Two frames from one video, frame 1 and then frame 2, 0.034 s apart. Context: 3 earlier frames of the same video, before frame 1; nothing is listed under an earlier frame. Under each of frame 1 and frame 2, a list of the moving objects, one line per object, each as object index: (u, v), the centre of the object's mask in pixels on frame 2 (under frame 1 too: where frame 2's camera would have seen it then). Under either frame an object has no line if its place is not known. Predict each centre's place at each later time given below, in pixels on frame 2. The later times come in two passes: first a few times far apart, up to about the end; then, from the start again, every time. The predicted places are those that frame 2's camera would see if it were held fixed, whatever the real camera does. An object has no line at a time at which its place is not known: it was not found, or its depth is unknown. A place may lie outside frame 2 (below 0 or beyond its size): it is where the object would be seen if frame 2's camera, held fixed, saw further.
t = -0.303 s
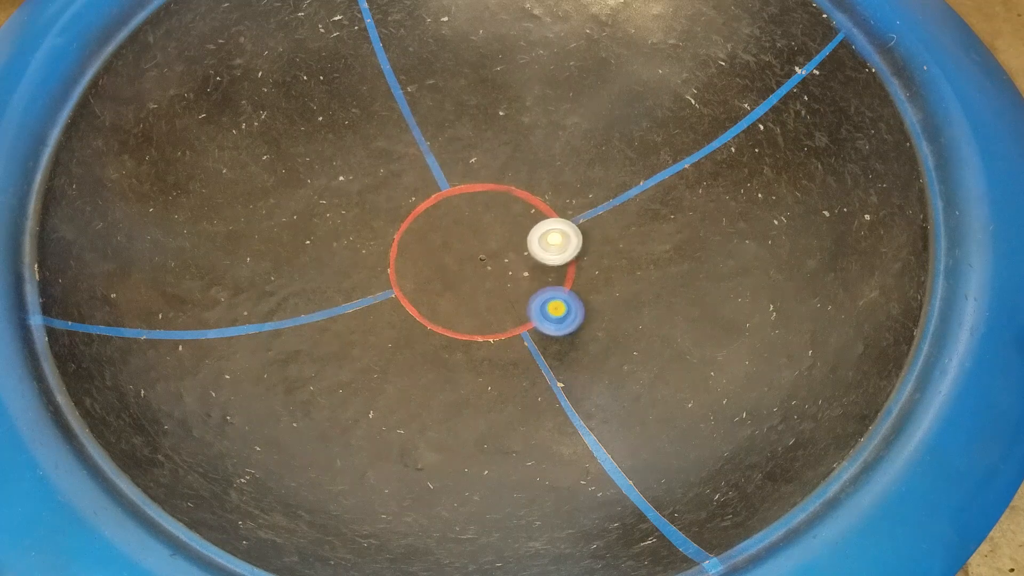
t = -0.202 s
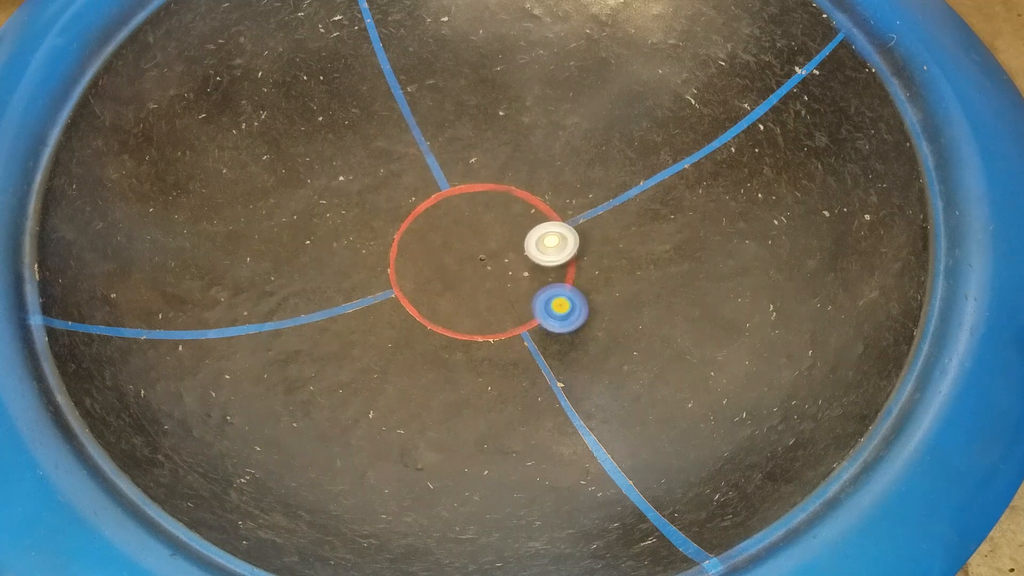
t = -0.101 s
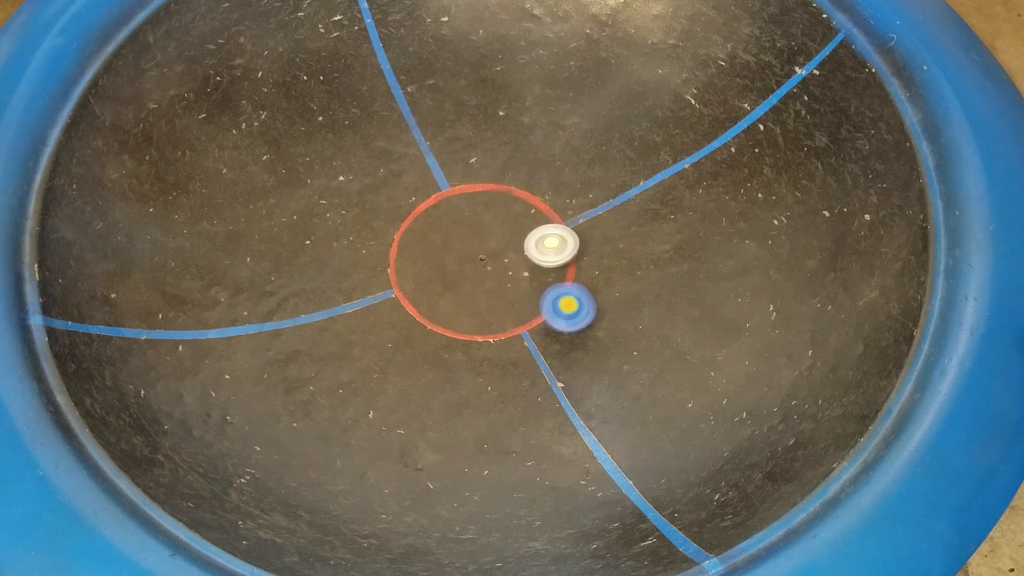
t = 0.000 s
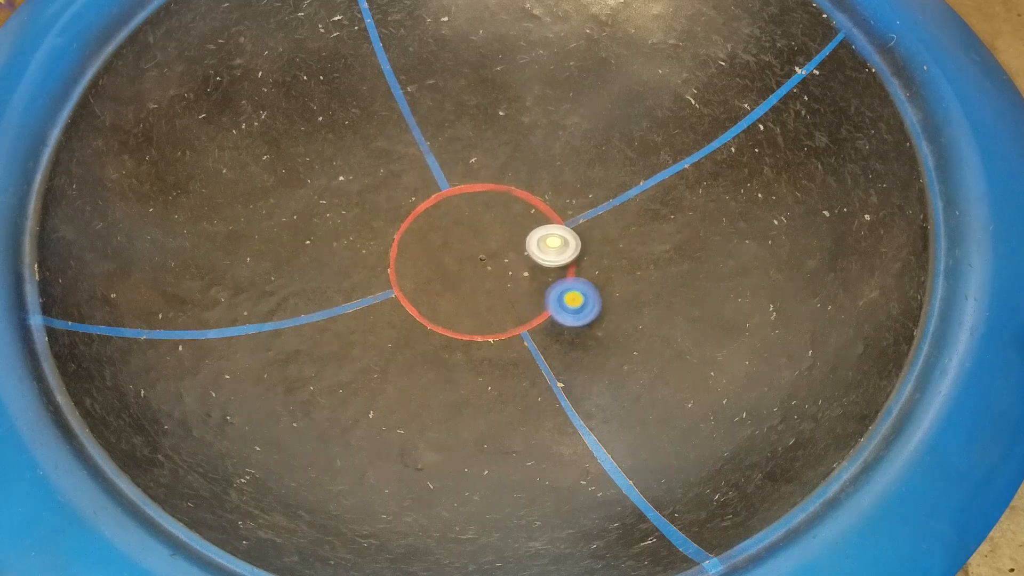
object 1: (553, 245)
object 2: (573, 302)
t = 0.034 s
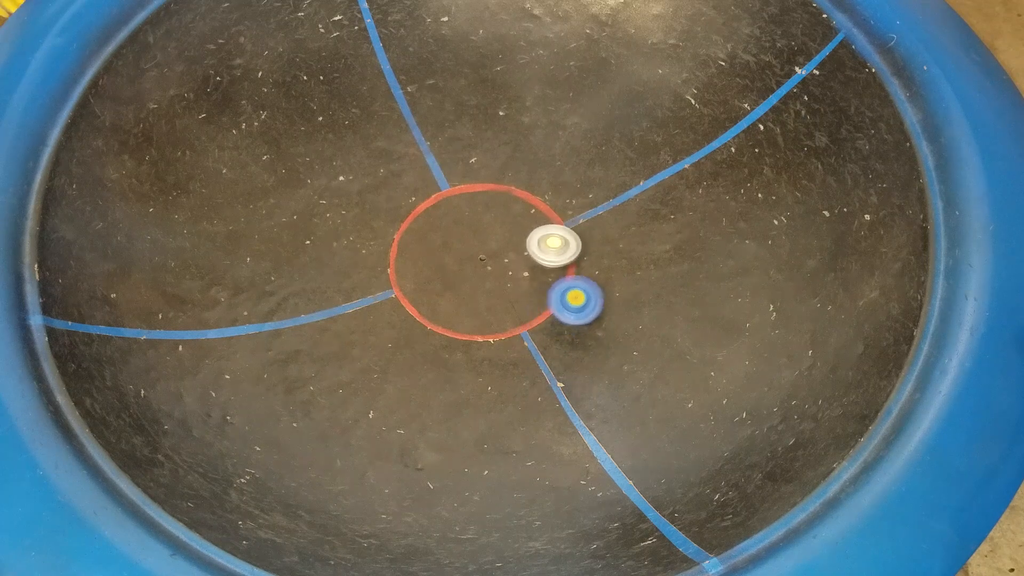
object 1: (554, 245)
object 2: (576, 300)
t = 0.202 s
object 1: (555, 245)
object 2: (580, 291)
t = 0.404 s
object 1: (552, 243)
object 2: (591, 284)
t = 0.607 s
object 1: (553, 242)
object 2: (592, 280)
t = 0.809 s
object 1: (553, 244)
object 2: (594, 280)
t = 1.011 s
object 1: (553, 245)
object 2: (595, 280)
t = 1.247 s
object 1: (555, 245)
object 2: (595, 280)
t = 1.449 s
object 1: (553, 242)
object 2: (596, 280)
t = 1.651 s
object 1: (554, 239)
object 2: (590, 283)
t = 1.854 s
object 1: (555, 241)
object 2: (594, 279)
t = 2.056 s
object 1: (555, 241)
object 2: (587, 281)
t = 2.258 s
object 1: (549, 241)
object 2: (583, 281)
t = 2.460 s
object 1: (545, 225)
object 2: (591, 299)
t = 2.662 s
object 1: (545, 221)
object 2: (581, 302)
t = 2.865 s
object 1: (539, 222)
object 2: (568, 304)
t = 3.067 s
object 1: (537, 218)
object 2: (559, 300)
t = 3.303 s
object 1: (530, 221)
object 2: (554, 287)
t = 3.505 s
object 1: (525, 221)
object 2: (558, 274)
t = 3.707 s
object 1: (522, 224)
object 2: (566, 263)
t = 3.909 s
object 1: (526, 227)
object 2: (580, 257)
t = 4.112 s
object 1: (526, 228)
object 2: (590, 253)
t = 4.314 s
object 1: (531, 230)
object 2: (593, 255)
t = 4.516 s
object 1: (532, 228)
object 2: (585, 258)
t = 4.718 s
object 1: (531, 229)
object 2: (572, 260)
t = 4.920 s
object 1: (527, 208)
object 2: (570, 291)
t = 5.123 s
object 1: (525, 201)
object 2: (560, 297)
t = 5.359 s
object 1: (530, 201)
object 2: (549, 296)
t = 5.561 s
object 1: (526, 217)
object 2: (548, 288)
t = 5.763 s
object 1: (513, 233)
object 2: (552, 278)
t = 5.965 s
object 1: (494, 242)
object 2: (560, 269)
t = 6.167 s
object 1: (484, 243)
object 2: (569, 263)
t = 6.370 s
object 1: (491, 248)
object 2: (575, 266)
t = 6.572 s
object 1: (478, 255)
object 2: (576, 270)
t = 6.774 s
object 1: (474, 246)
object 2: (567, 273)
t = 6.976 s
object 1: (483, 242)
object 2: (558, 275)
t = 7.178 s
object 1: (491, 255)
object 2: (552, 267)
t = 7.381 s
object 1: (483, 258)
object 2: (548, 258)
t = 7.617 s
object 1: (483, 258)
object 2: (556, 250)
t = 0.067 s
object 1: (554, 245)
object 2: (576, 299)
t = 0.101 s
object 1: (555, 245)
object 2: (576, 297)
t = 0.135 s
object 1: (555, 246)
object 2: (576, 295)
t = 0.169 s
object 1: (554, 245)
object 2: (578, 293)
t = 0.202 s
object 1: (555, 245)
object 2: (580, 291)
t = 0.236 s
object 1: (554, 245)
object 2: (582, 289)
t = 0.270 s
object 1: (553, 245)
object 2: (583, 287)
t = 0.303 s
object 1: (553, 244)
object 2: (584, 286)
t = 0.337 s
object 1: (554, 244)
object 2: (586, 285)
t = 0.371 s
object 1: (553, 244)
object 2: (588, 284)
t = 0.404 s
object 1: (552, 243)
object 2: (591, 284)
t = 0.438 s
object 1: (553, 242)
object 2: (593, 283)
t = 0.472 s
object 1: (553, 242)
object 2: (596, 282)
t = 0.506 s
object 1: (552, 242)
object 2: (597, 281)
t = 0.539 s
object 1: (553, 241)
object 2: (595, 280)
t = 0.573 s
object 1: (553, 242)
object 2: (594, 280)
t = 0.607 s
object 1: (553, 242)
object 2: (592, 280)
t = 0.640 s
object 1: (552, 241)
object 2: (591, 281)
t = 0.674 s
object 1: (554, 242)
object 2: (592, 282)
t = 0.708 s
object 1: (553, 243)
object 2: (594, 282)
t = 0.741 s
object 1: (552, 243)
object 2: (596, 281)
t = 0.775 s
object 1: (553, 243)
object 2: (596, 280)
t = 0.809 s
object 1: (553, 244)
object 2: (594, 280)
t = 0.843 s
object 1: (551, 245)
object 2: (592, 281)
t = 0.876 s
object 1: (550, 245)
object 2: (591, 282)
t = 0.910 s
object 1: (552, 245)
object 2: (593, 282)
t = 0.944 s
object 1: (553, 245)
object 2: (595, 282)
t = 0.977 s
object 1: (552, 246)
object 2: (596, 280)
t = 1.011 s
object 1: (553, 245)
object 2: (595, 280)
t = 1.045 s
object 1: (554, 244)
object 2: (593, 280)
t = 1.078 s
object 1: (555, 245)
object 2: (591, 282)
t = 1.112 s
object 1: (555, 244)
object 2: (592, 282)
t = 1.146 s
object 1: (556, 244)
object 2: (594, 282)
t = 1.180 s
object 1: (556, 245)
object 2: (595, 282)
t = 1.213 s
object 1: (555, 245)
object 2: (596, 280)
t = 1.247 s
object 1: (555, 245)
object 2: (595, 280)
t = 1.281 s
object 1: (554, 245)
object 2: (593, 280)
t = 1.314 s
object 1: (554, 243)
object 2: (591, 281)
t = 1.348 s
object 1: (554, 243)
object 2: (591, 282)
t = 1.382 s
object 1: (554, 243)
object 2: (593, 282)
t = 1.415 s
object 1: (553, 243)
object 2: (595, 281)
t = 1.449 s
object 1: (553, 242)
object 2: (596, 280)
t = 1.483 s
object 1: (554, 242)
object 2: (595, 280)
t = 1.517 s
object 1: (553, 242)
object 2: (592, 280)
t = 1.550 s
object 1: (553, 242)
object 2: (591, 280)
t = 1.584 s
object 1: (553, 241)
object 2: (589, 280)
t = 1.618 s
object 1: (554, 241)
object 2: (589, 280)
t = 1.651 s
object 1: (554, 239)
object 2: (590, 283)
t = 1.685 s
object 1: (556, 239)
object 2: (591, 283)
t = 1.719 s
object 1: (555, 240)
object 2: (593, 282)
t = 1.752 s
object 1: (553, 240)
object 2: (595, 282)
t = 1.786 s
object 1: (552, 239)
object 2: (597, 281)
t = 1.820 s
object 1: (555, 238)
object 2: (596, 280)
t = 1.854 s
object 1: (555, 241)
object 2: (594, 279)
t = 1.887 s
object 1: (553, 241)
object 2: (592, 280)
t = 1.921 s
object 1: (554, 239)
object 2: (590, 280)
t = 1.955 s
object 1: (556, 241)
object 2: (589, 281)
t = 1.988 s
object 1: (554, 242)
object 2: (587, 281)
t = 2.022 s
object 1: (553, 241)
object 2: (587, 281)
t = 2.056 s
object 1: (555, 241)
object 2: (587, 281)
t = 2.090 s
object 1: (554, 242)
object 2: (586, 281)
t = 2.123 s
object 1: (551, 242)
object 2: (585, 282)
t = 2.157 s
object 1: (551, 240)
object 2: (585, 282)
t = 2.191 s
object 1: (553, 241)
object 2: (584, 282)
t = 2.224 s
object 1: (551, 242)
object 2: (584, 281)
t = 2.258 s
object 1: (549, 241)
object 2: (583, 281)
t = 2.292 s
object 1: (549, 240)
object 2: (583, 279)
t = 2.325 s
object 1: (549, 238)
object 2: (585, 284)
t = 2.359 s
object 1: (546, 231)
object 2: (590, 293)
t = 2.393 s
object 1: (546, 228)
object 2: (590, 298)
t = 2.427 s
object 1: (545, 226)
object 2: (590, 298)
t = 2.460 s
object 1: (545, 225)
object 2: (591, 299)
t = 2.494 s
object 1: (546, 223)
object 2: (590, 300)
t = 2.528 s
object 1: (545, 222)
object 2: (589, 301)
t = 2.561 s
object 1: (545, 221)
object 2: (587, 302)
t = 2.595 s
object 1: (545, 221)
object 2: (585, 302)
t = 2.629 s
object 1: (545, 221)
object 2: (583, 302)
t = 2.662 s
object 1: (545, 221)
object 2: (581, 302)
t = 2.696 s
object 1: (544, 221)
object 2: (580, 304)
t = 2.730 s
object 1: (544, 222)
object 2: (578, 304)
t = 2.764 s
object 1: (542, 222)
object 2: (576, 305)
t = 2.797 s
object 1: (541, 222)
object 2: (573, 305)
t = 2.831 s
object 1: (539, 223)
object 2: (570, 304)
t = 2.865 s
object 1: (539, 222)
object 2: (568, 304)
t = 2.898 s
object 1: (538, 221)
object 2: (566, 303)
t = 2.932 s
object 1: (537, 221)
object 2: (566, 302)
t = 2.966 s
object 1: (536, 220)
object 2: (565, 303)
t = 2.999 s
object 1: (536, 219)
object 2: (563, 302)
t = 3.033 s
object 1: (537, 218)
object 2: (561, 302)
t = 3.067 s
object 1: (537, 218)
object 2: (559, 300)
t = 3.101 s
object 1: (537, 218)
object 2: (558, 299)
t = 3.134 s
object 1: (537, 218)
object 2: (557, 297)
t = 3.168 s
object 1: (536, 219)
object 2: (556, 296)
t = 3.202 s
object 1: (535, 220)
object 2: (555, 294)
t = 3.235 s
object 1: (533, 220)
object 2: (554, 292)
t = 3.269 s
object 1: (531, 220)
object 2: (554, 290)
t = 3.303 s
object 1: (530, 221)
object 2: (554, 287)
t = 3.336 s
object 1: (528, 222)
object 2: (554, 285)
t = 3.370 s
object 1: (526, 221)
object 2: (555, 283)
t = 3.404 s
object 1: (526, 221)
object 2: (556, 281)
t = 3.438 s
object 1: (525, 221)
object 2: (556, 279)
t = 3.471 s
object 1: (525, 221)
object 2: (557, 277)
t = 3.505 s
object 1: (525, 221)
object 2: (558, 274)
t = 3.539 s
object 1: (525, 221)
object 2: (559, 272)
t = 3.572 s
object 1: (524, 221)
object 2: (561, 270)
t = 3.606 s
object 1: (524, 222)
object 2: (562, 269)
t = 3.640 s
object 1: (524, 223)
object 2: (564, 267)
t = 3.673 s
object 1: (523, 225)
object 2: (564, 265)
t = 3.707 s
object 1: (522, 224)
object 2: (566, 263)
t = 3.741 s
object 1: (522, 222)
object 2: (568, 262)
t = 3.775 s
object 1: (525, 222)
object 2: (570, 260)
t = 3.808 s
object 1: (525, 225)
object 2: (573, 259)
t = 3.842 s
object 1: (526, 226)
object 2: (575, 258)
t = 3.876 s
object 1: (525, 226)
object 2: (578, 258)
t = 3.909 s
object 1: (526, 227)
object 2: (580, 257)
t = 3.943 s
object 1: (526, 227)
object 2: (582, 256)
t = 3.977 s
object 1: (526, 227)
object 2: (584, 254)
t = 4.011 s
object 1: (526, 228)
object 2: (586, 254)
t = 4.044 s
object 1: (526, 228)
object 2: (588, 253)
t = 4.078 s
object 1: (526, 228)
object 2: (589, 253)
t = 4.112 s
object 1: (526, 228)
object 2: (590, 253)
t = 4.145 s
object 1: (526, 228)
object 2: (591, 253)
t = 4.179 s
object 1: (527, 228)
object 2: (592, 253)
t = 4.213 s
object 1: (528, 228)
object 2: (592, 254)
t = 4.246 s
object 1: (529, 229)
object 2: (593, 254)
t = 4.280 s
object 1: (530, 229)
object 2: (593, 254)
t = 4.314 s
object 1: (531, 230)
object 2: (593, 255)
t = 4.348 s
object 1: (531, 231)
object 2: (593, 255)
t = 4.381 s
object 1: (531, 231)
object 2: (592, 256)
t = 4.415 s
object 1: (530, 231)
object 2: (591, 256)
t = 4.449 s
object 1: (529, 229)
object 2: (589, 257)
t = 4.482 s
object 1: (530, 228)
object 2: (587, 258)
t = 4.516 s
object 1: (532, 228)
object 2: (585, 258)
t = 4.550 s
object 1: (533, 230)
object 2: (583, 258)
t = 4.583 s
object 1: (531, 230)
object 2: (580, 258)
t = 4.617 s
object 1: (530, 229)
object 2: (578, 259)
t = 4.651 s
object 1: (530, 228)
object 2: (576, 260)
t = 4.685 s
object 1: (531, 228)
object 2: (574, 260)
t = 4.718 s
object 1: (531, 229)
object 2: (572, 260)
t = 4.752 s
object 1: (530, 228)
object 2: (569, 260)
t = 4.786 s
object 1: (531, 227)
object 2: (567, 260)
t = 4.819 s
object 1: (532, 223)
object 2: (566, 262)
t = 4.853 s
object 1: (530, 216)
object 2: (570, 274)
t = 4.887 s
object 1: (530, 210)
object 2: (571, 284)
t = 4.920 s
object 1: (527, 208)
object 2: (570, 291)
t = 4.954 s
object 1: (526, 205)
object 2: (568, 293)
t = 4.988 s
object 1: (526, 203)
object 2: (567, 293)
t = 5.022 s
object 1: (524, 202)
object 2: (565, 294)
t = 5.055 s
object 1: (523, 201)
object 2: (564, 295)
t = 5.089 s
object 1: (524, 201)
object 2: (562, 296)
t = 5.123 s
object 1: (525, 201)
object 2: (560, 297)
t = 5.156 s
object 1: (524, 199)
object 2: (559, 298)
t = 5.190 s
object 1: (525, 196)
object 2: (557, 297)
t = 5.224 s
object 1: (527, 196)
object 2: (555, 297)
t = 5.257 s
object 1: (528, 198)
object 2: (554, 297)
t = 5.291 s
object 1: (526, 200)
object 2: (552, 297)
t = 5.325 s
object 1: (527, 200)
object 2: (551, 296)
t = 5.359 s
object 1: (530, 201)
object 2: (549, 296)
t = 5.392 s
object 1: (531, 204)
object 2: (548, 294)
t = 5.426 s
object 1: (529, 206)
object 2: (548, 293)
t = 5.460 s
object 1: (530, 209)
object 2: (548, 292)
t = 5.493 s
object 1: (529, 212)
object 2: (549, 291)
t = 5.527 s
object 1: (526, 214)
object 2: (548, 290)
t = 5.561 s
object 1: (526, 217)
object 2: (548, 288)
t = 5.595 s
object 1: (525, 220)
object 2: (548, 286)
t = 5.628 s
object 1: (523, 222)
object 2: (548, 285)
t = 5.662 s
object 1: (521, 225)
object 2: (548, 283)
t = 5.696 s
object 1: (518, 227)
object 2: (550, 281)
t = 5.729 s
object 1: (515, 231)
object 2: (551, 280)
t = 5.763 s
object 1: (513, 233)
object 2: (552, 278)
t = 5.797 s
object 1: (510, 234)
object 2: (553, 276)
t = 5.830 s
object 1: (507, 236)
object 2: (555, 275)
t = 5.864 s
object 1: (504, 238)
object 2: (556, 274)
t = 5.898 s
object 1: (500, 239)
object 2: (557, 272)
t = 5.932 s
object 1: (497, 241)
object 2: (558, 271)
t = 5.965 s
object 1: (494, 242)
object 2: (560, 269)
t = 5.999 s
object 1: (491, 243)
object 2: (561, 268)
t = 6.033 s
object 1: (490, 243)
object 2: (562, 267)
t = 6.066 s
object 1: (488, 244)
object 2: (564, 265)
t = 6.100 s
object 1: (487, 244)
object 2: (566, 264)
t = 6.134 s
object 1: (486, 243)
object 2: (567, 264)
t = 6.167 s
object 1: (484, 243)
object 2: (569, 263)
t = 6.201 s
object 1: (482, 243)
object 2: (571, 263)
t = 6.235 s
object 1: (482, 242)
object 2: (572, 263)
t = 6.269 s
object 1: (485, 242)
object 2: (574, 264)
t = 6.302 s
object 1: (489, 243)
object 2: (574, 265)
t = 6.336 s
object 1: (491, 246)
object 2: (574, 266)
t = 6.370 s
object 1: (491, 248)
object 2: (575, 266)
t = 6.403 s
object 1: (489, 250)
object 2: (576, 267)
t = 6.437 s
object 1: (488, 251)
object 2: (576, 267)
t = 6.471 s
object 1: (486, 252)
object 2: (576, 268)
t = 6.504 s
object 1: (484, 253)
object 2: (576, 268)
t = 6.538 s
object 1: (482, 255)
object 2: (576, 269)
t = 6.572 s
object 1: (478, 255)
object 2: (576, 270)
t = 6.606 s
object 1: (476, 254)
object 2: (575, 270)
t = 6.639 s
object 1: (473, 252)
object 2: (574, 272)
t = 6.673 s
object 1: (473, 249)
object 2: (572, 272)
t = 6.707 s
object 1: (473, 248)
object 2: (571, 273)
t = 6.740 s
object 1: (474, 247)
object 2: (569, 273)
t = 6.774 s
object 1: (474, 246)
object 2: (567, 273)
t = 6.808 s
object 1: (474, 245)
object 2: (565, 274)
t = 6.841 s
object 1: (475, 245)
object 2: (564, 274)
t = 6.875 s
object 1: (476, 244)
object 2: (563, 275)
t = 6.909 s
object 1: (478, 242)
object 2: (561, 276)
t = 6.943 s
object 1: (480, 242)
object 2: (559, 275)
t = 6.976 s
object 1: (483, 242)
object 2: (558, 275)
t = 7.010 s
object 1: (486, 240)
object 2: (557, 273)
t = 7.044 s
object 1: (490, 242)
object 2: (556, 272)
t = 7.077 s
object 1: (491, 246)
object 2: (555, 271)
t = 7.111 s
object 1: (493, 250)
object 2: (554, 270)
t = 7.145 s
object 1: (492, 253)
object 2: (553, 269)
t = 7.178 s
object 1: (491, 255)
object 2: (552, 267)
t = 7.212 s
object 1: (490, 257)
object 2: (552, 265)
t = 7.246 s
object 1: (489, 257)
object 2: (551, 264)
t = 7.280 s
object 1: (487, 257)
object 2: (550, 263)
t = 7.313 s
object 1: (487, 257)
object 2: (550, 261)
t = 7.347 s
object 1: (485, 258)
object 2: (549, 260)
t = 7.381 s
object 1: (483, 258)
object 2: (548, 258)
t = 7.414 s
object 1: (482, 258)
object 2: (548, 257)
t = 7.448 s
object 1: (482, 258)
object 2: (549, 255)
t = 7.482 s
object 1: (482, 258)
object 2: (550, 254)
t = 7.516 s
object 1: (482, 258)
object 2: (550, 253)
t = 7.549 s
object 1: (483, 258)
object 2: (552, 252)
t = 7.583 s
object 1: (483, 258)
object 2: (554, 251)
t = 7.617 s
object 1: (483, 258)
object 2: (556, 250)
